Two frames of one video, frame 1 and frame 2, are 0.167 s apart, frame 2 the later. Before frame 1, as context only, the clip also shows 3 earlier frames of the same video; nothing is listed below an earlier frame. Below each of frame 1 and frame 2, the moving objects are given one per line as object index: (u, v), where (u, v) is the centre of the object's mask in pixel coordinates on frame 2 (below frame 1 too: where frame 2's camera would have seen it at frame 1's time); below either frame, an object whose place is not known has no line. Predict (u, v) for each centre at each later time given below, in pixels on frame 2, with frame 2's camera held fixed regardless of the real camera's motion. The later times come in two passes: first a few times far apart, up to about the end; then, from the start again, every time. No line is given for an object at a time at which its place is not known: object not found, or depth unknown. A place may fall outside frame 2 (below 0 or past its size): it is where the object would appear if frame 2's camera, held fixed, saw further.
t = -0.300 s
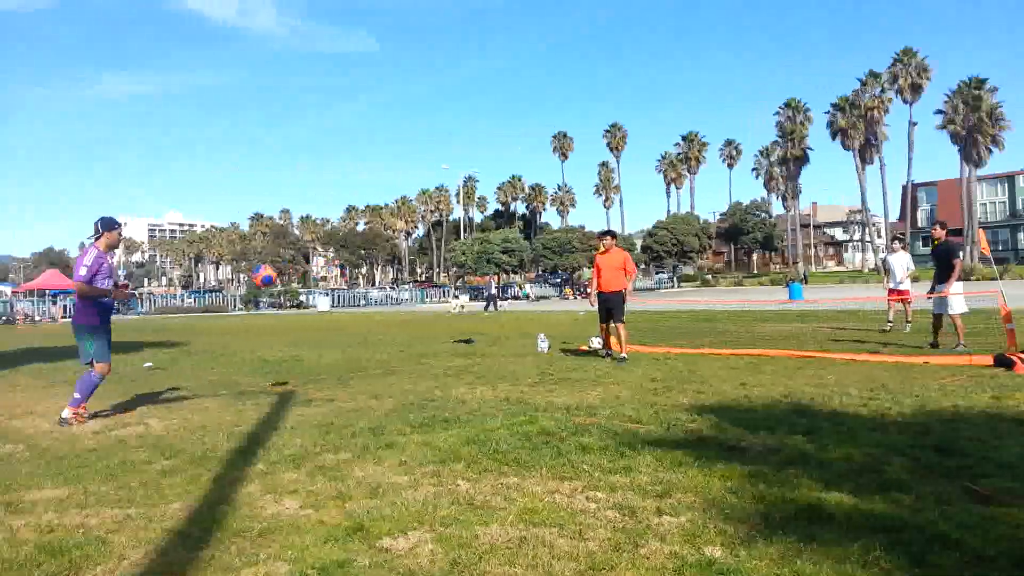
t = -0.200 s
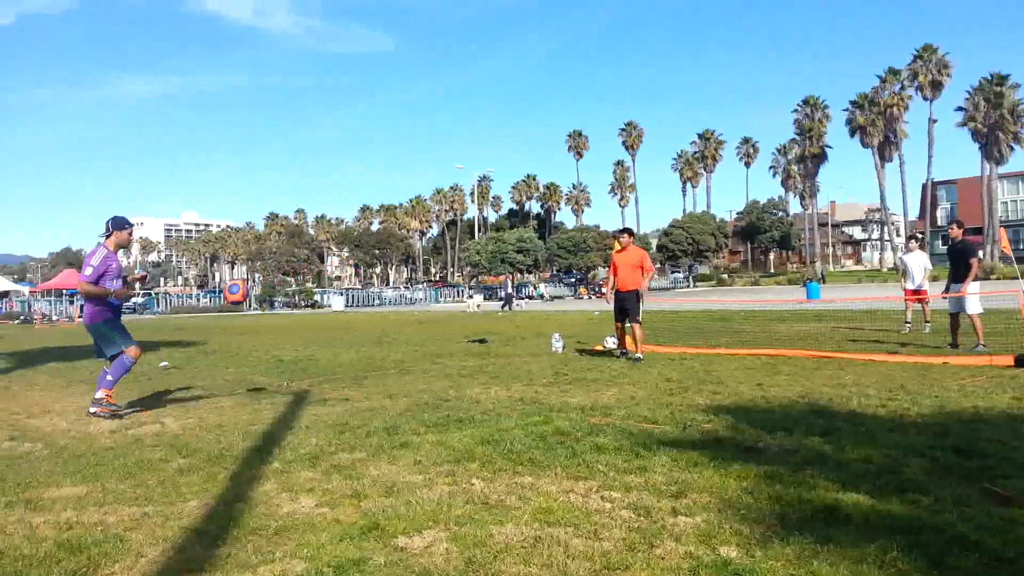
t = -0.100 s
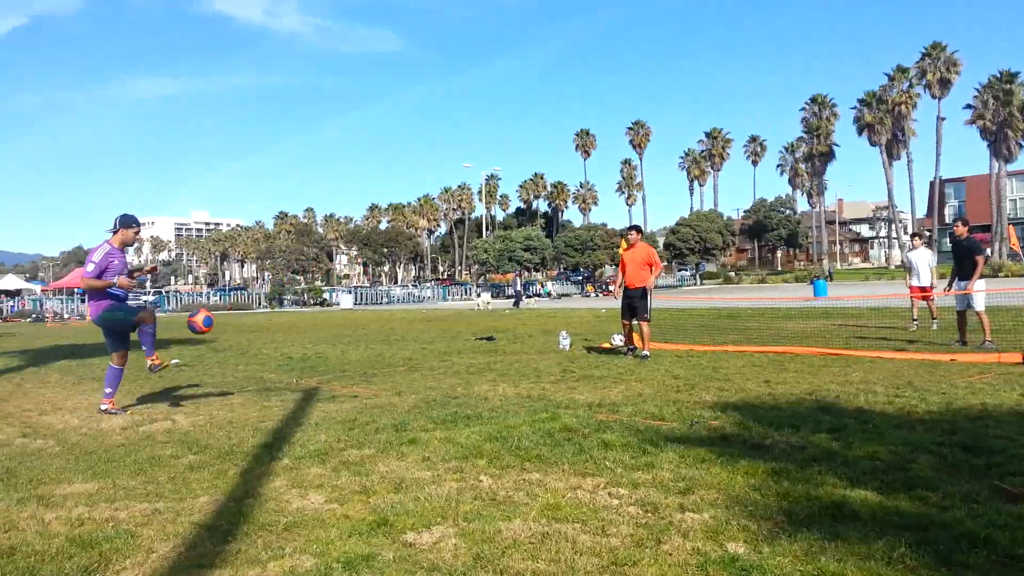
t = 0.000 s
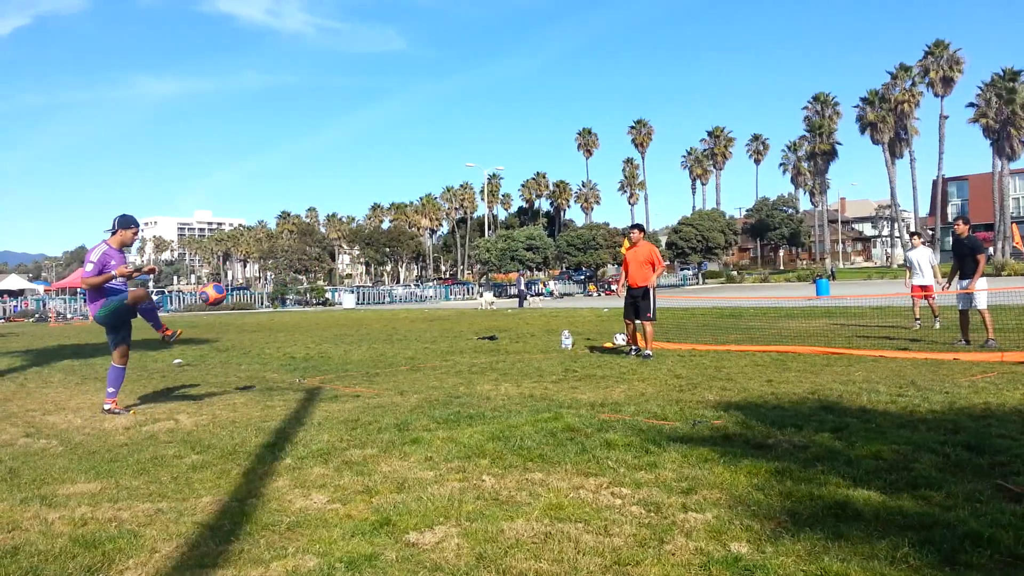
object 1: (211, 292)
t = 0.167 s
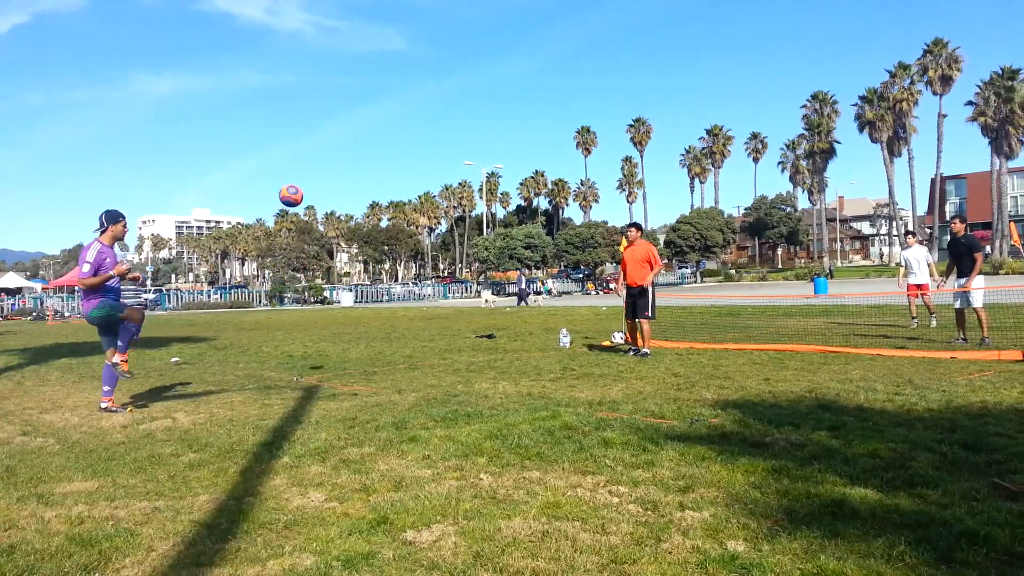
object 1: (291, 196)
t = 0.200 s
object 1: (306, 181)
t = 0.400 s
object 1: (388, 121)
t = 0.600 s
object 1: (462, 104)
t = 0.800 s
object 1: (528, 121)
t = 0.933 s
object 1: (568, 149)
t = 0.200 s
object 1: (306, 181)
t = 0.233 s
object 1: (320, 168)
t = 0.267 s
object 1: (334, 156)
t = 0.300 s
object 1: (348, 145)
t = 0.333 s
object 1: (362, 136)
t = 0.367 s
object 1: (375, 128)
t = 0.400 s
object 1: (388, 121)
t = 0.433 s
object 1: (401, 115)
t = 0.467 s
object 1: (414, 111)
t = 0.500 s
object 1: (426, 107)
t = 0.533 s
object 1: (438, 105)
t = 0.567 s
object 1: (450, 103)
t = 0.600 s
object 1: (462, 104)
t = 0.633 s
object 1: (473, 104)
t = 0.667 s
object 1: (485, 105)
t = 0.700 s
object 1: (496, 108)
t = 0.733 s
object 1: (506, 111)
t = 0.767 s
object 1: (517, 116)
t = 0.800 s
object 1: (528, 121)
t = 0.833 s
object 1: (538, 127)
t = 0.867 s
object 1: (549, 133)
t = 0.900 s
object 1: (559, 141)
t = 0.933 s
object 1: (568, 149)
